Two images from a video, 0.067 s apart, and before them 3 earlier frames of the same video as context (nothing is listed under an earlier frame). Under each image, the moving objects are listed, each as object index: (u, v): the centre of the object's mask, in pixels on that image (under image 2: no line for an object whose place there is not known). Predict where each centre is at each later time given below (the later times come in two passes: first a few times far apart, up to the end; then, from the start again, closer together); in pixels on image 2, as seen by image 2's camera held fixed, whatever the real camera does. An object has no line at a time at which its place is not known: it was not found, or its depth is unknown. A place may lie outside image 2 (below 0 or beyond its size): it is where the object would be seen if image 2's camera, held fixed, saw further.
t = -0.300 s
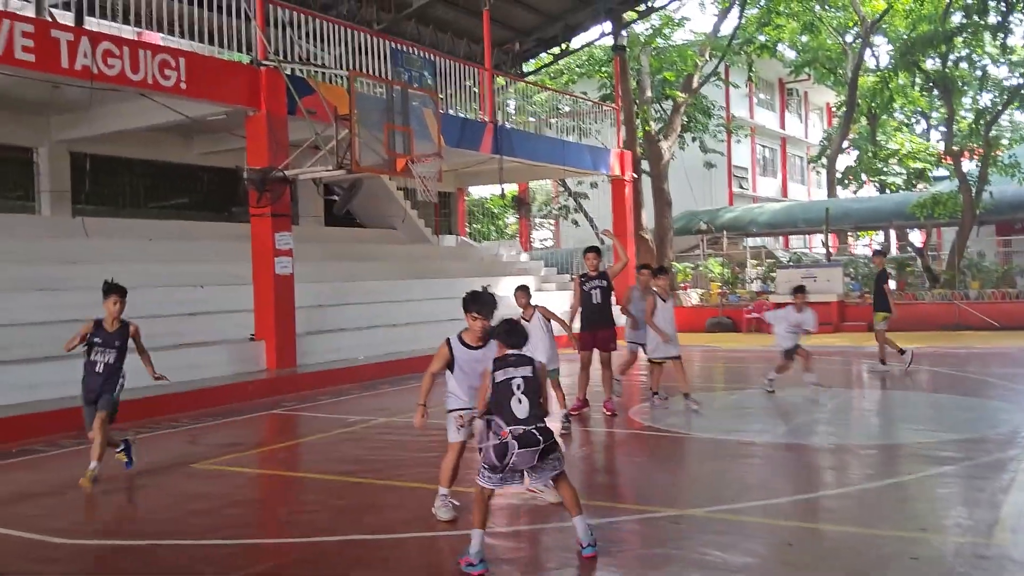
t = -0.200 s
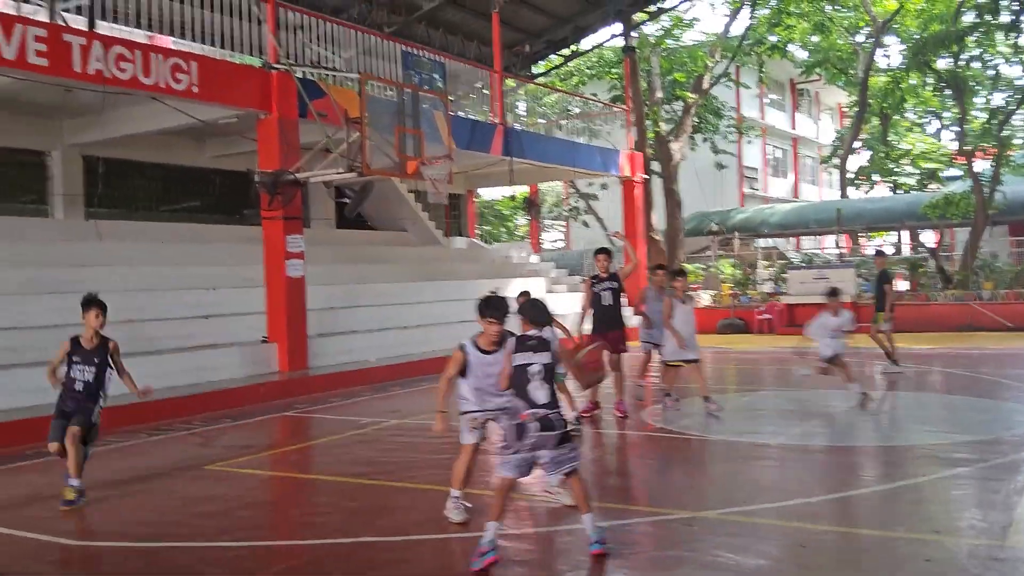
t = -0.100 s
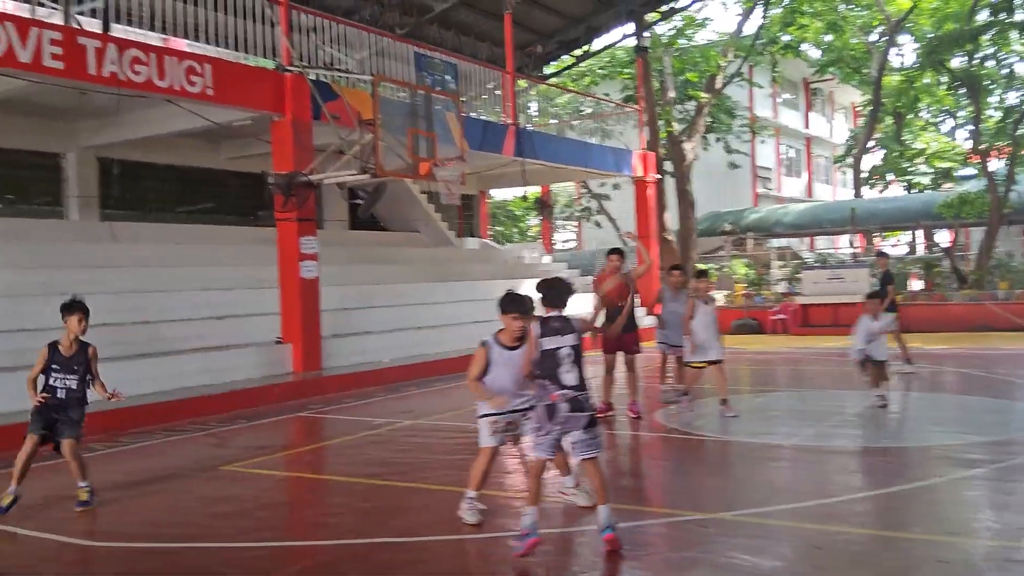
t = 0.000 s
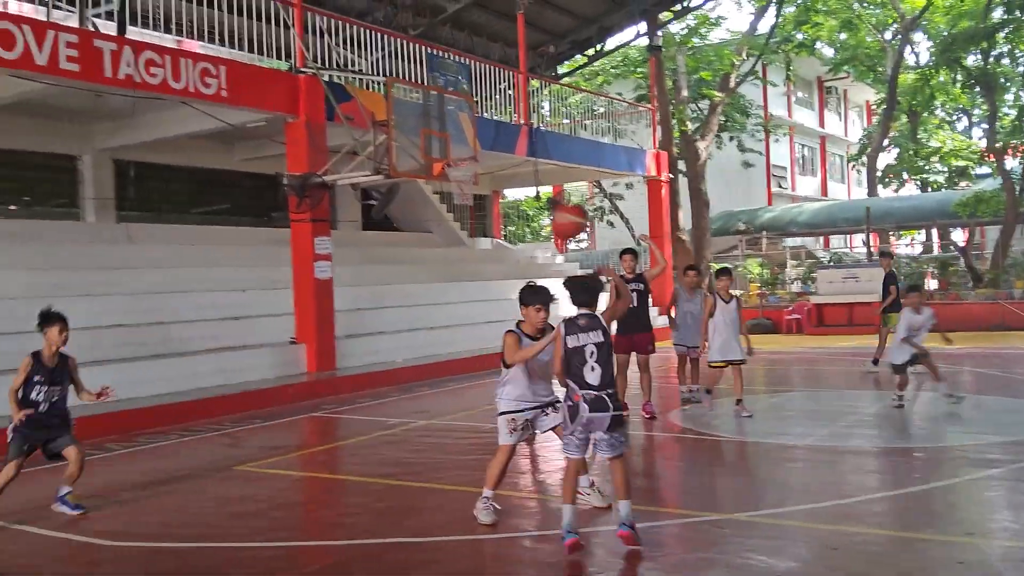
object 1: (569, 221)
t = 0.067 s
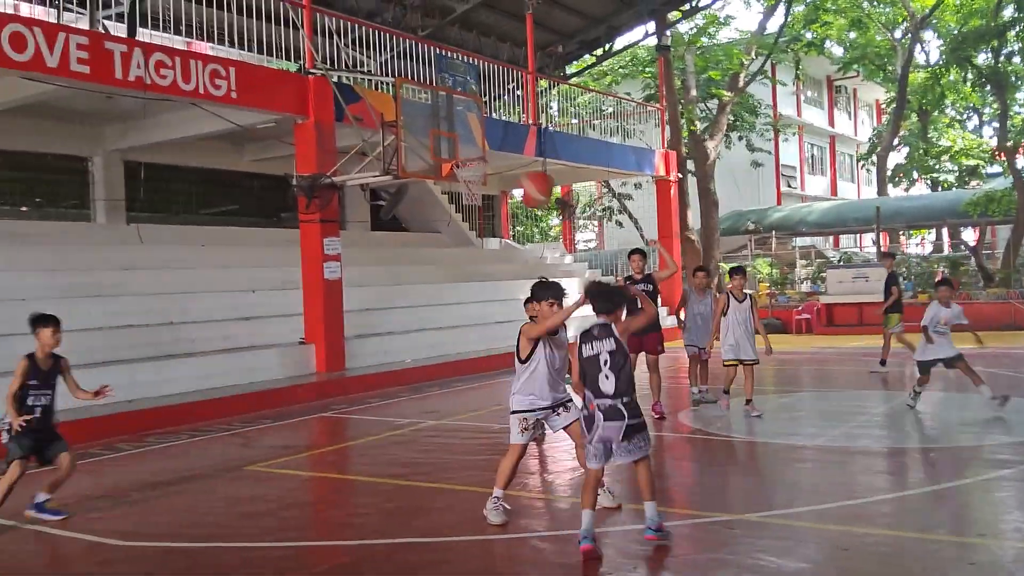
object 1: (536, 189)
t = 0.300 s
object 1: (400, 138)
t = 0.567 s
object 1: (261, 187)
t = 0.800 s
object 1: (154, 310)
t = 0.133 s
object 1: (496, 167)
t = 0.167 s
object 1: (475, 157)
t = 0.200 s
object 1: (456, 149)
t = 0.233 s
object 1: (438, 145)
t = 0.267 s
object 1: (417, 141)
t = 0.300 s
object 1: (400, 138)
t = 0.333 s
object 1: (381, 139)
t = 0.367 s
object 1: (363, 141)
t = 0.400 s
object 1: (344, 145)
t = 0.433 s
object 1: (328, 149)
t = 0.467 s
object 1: (309, 159)
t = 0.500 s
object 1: (293, 165)
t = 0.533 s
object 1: (277, 175)
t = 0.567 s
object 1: (261, 187)
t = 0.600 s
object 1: (245, 199)
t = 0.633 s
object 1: (229, 213)
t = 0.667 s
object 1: (213, 230)
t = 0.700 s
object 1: (199, 248)
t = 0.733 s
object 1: (184, 267)
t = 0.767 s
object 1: (169, 287)
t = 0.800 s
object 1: (154, 310)
